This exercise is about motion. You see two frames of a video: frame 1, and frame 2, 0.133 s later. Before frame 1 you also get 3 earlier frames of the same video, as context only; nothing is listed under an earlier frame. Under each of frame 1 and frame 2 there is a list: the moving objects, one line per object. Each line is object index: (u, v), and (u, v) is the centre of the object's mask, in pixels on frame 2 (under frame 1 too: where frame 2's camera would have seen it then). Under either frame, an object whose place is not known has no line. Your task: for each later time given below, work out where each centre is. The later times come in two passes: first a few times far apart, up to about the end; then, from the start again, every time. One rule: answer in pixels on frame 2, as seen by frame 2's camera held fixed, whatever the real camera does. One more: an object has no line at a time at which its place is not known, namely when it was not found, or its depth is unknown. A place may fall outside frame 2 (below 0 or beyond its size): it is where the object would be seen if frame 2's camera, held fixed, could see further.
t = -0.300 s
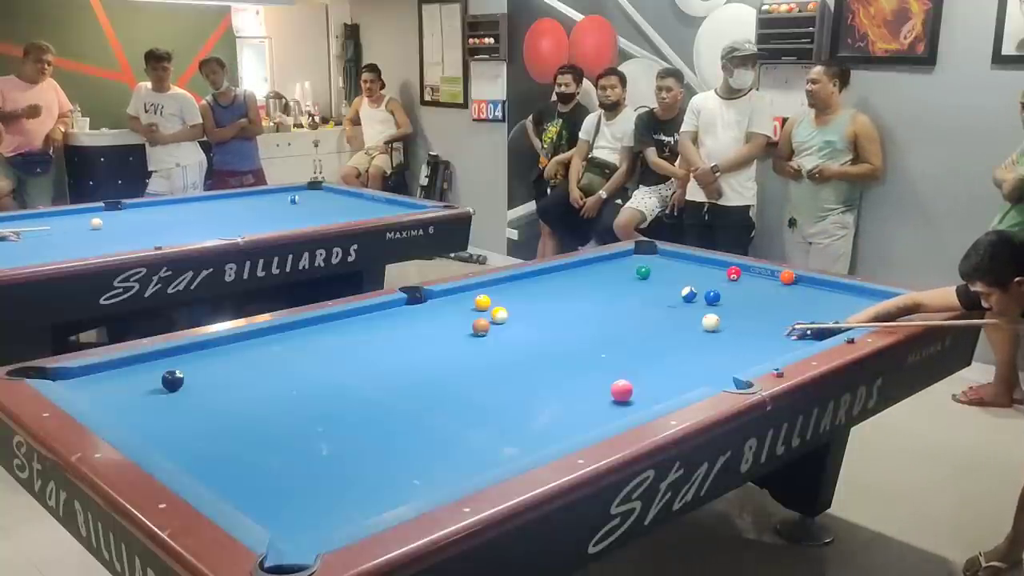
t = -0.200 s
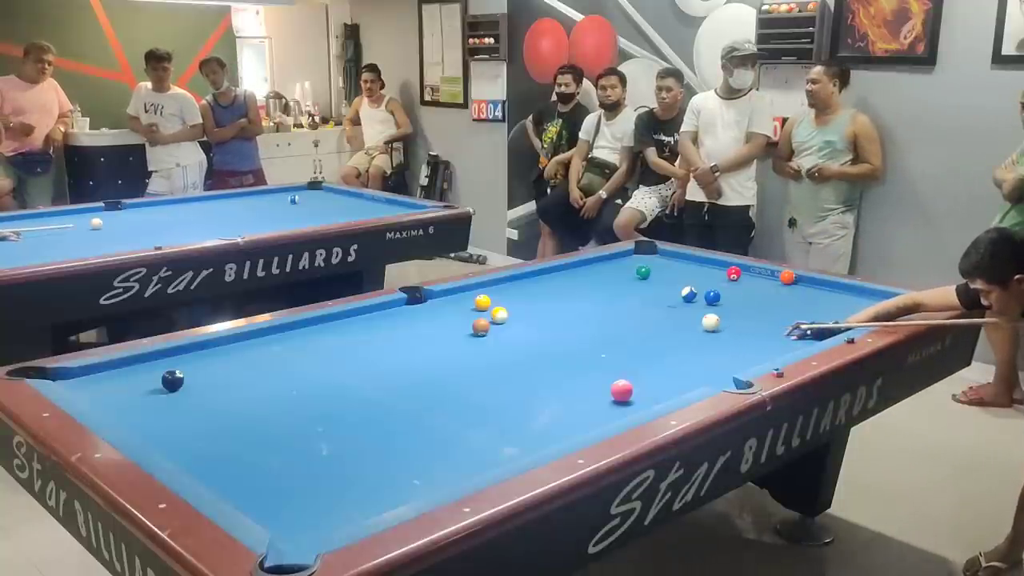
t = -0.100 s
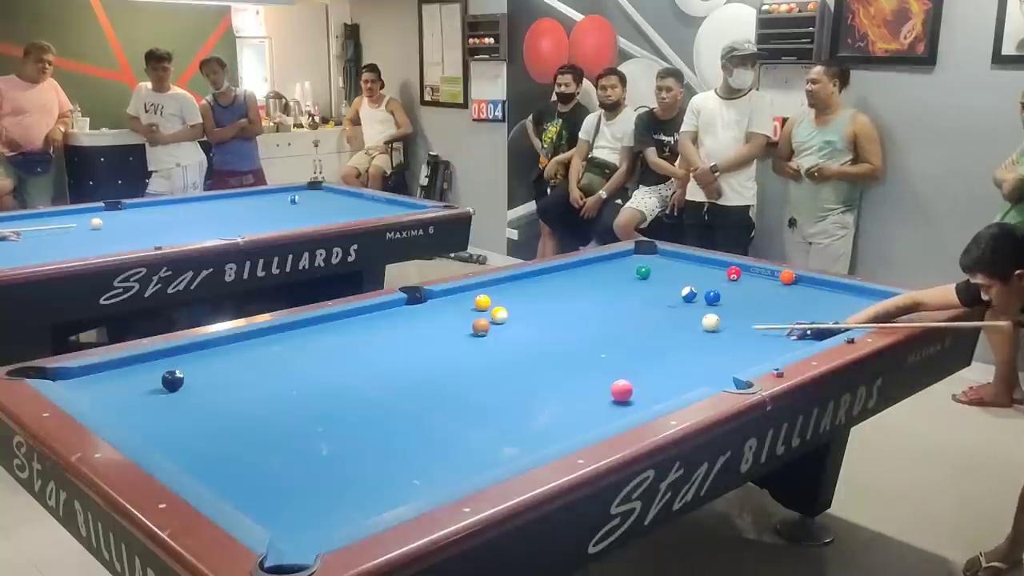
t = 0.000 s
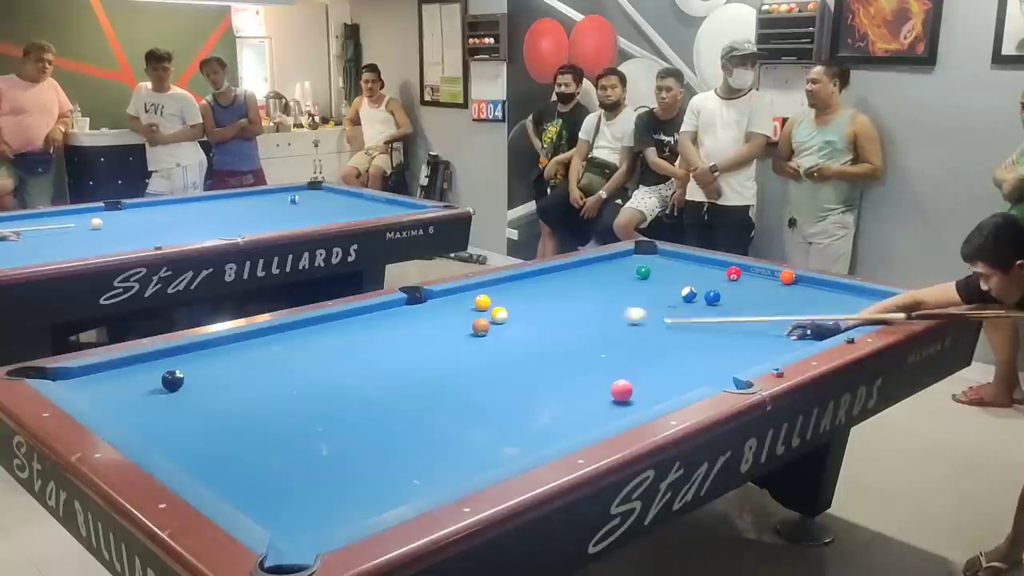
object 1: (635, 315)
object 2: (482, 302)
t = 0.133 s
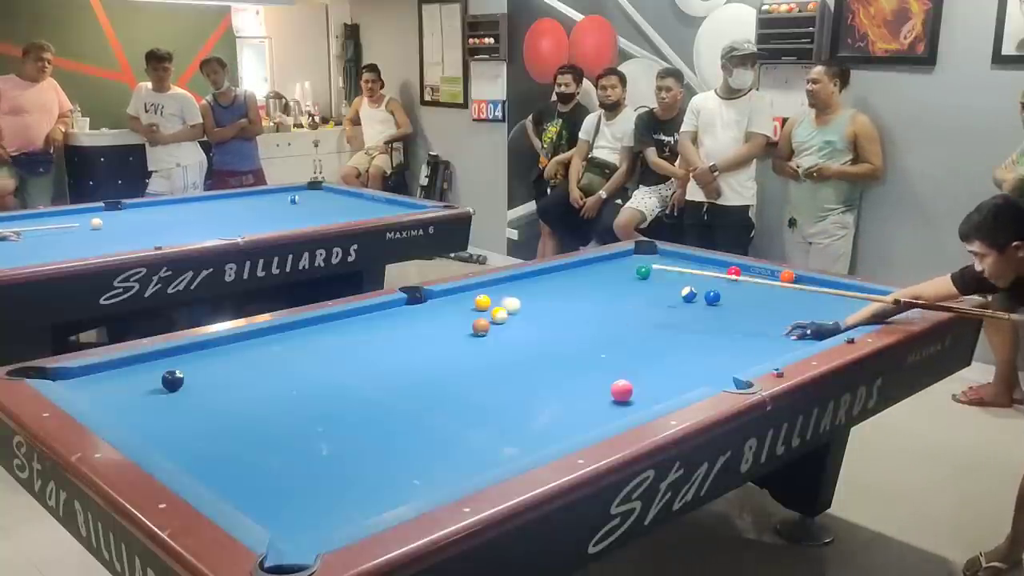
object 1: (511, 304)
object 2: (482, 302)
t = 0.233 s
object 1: (496, 303)
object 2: (420, 295)
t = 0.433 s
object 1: (516, 310)
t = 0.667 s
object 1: (546, 315)
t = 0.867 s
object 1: (572, 319)
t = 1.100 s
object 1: (602, 324)
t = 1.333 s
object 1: (632, 329)
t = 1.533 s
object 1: (657, 333)
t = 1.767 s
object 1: (687, 338)
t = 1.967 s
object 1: (711, 342)
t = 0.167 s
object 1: (496, 303)
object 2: (469, 301)
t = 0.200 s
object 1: (495, 303)
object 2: (444, 298)
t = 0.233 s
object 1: (496, 303)
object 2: (420, 295)
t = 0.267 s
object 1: (497, 304)
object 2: (408, 293)
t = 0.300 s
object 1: (500, 304)
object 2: (414, 299)
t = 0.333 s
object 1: (505, 305)
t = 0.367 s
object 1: (509, 307)
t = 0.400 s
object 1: (512, 308)
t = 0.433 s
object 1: (516, 310)
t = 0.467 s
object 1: (520, 310)
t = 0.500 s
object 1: (525, 311)
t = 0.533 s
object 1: (529, 312)
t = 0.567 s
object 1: (533, 312)
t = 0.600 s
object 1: (538, 313)
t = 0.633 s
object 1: (542, 314)
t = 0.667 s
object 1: (546, 315)
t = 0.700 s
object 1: (551, 315)
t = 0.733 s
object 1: (555, 316)
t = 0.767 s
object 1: (559, 317)
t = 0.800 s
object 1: (564, 317)
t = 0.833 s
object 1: (568, 318)
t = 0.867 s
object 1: (572, 319)
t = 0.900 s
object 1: (577, 320)
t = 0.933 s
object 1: (581, 320)
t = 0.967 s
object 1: (585, 321)
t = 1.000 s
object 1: (590, 322)
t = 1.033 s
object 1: (594, 322)
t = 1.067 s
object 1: (598, 323)
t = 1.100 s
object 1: (602, 324)
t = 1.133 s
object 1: (606, 325)
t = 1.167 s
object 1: (611, 326)
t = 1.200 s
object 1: (615, 326)
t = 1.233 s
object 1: (619, 327)
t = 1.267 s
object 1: (624, 328)
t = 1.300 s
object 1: (628, 328)
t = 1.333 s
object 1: (632, 329)
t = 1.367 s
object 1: (637, 330)
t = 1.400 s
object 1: (641, 331)
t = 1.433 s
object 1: (645, 331)
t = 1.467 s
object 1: (649, 332)
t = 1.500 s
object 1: (653, 333)
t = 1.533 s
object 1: (657, 333)
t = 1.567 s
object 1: (662, 334)
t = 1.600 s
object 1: (666, 335)
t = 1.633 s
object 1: (670, 336)
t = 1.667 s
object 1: (674, 336)
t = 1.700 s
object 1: (678, 337)
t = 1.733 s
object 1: (683, 338)
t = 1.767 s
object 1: (687, 338)
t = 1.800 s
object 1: (691, 339)
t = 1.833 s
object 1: (695, 340)
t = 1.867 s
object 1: (699, 340)
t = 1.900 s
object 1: (703, 341)
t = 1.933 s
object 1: (707, 342)
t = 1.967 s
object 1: (711, 342)
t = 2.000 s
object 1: (715, 343)
